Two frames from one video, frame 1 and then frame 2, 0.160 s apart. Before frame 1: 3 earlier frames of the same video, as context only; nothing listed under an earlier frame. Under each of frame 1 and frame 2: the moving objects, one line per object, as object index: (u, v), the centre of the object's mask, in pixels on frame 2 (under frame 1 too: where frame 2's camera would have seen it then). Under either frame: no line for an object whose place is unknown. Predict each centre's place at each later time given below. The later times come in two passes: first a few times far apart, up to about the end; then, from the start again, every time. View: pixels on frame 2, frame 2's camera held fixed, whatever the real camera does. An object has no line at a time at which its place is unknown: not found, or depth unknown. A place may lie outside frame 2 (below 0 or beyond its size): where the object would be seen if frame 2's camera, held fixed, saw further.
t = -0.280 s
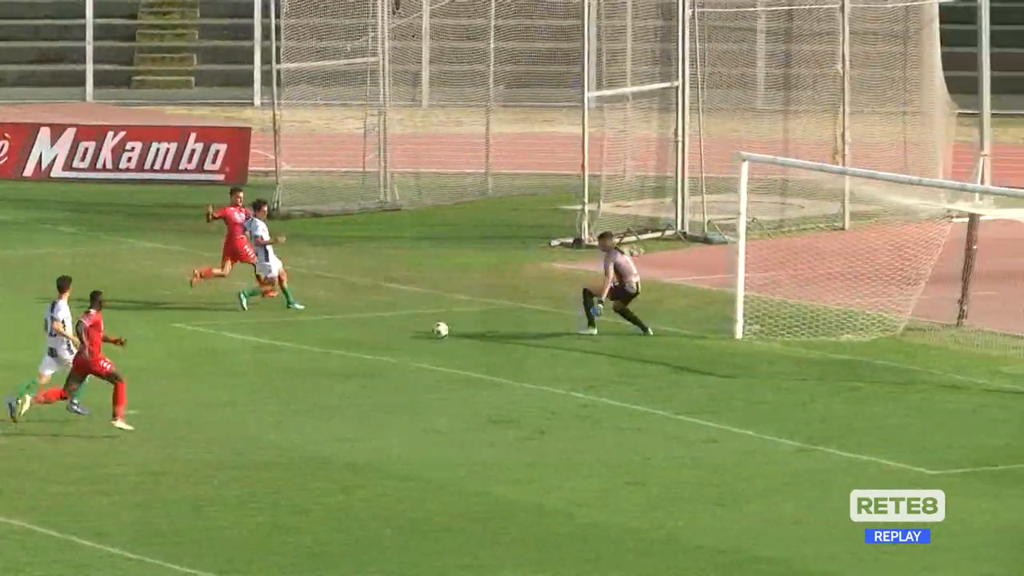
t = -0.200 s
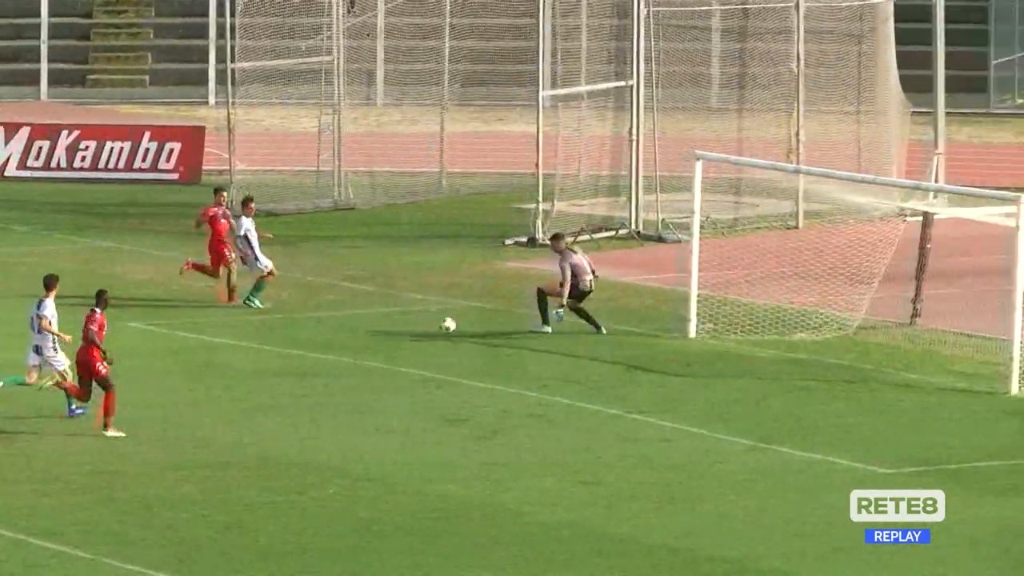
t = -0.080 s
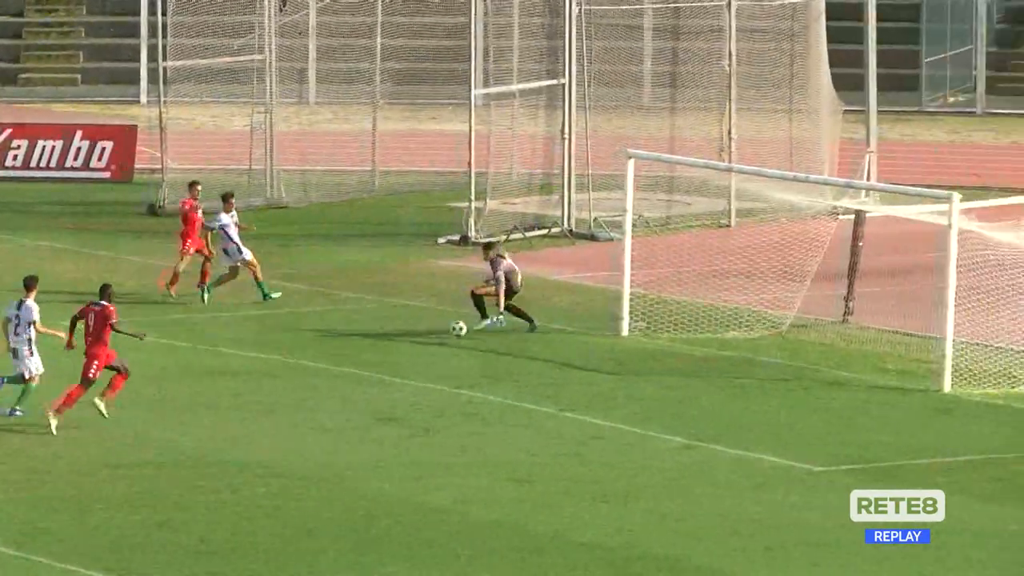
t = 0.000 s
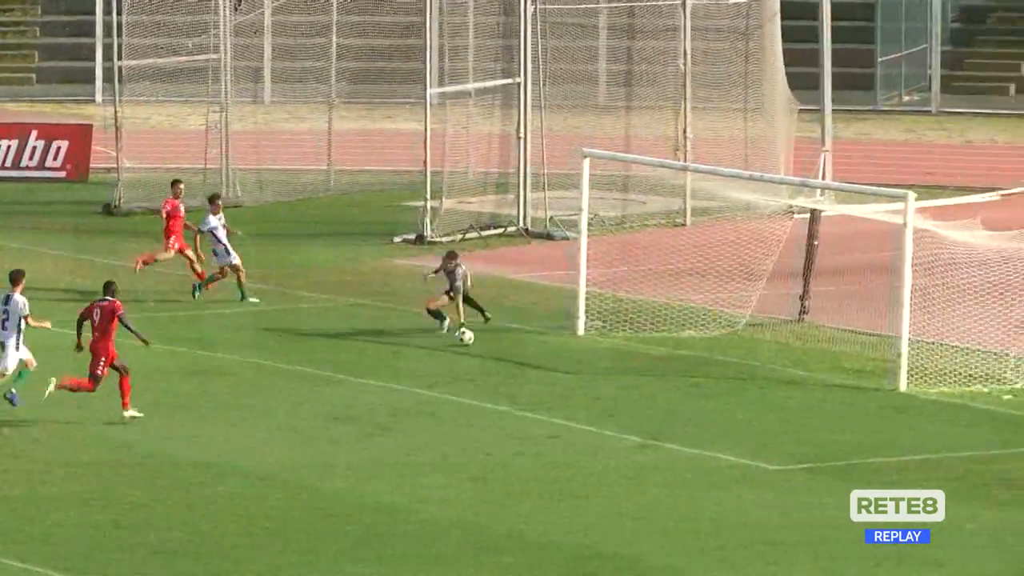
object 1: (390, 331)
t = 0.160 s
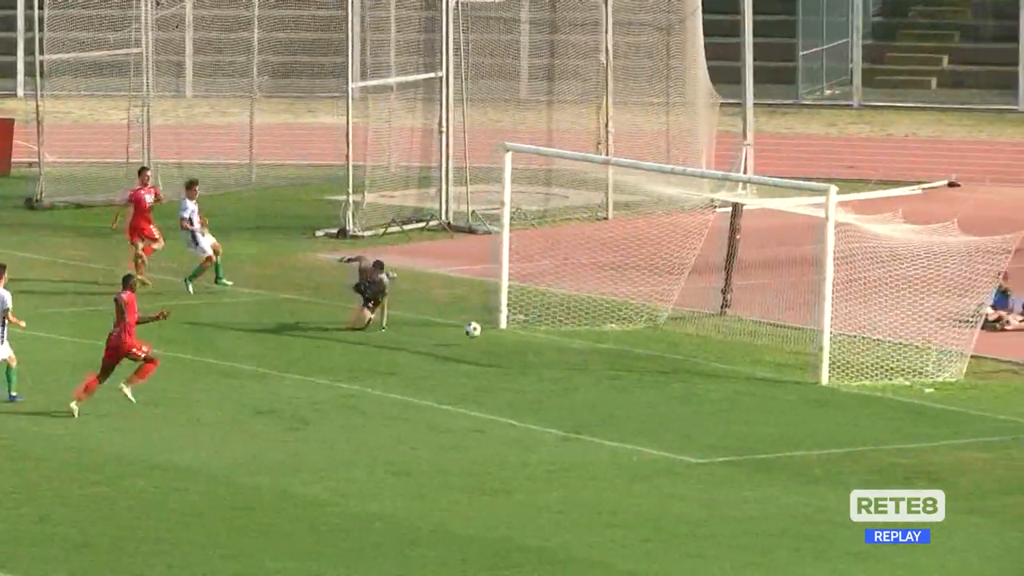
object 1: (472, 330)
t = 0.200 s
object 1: (493, 331)
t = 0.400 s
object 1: (590, 349)
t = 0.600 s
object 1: (683, 359)
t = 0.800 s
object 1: (776, 371)
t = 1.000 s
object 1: (799, 362)
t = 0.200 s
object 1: (493, 331)
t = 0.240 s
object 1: (512, 333)
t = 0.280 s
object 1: (532, 337)
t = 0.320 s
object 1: (551, 341)
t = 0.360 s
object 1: (570, 348)
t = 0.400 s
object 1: (590, 349)
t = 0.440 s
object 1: (609, 349)
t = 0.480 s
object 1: (629, 349)
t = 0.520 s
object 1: (647, 352)
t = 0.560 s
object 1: (664, 356)
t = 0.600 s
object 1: (683, 359)
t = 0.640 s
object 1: (702, 359)
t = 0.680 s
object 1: (721, 360)
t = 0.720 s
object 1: (740, 362)
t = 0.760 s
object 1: (758, 365)
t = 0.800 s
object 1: (776, 371)
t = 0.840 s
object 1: (795, 375)
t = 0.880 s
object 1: (807, 370)
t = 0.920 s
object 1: (804, 366)
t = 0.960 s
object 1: (802, 364)
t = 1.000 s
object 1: (799, 362)
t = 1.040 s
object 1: (796, 363)
